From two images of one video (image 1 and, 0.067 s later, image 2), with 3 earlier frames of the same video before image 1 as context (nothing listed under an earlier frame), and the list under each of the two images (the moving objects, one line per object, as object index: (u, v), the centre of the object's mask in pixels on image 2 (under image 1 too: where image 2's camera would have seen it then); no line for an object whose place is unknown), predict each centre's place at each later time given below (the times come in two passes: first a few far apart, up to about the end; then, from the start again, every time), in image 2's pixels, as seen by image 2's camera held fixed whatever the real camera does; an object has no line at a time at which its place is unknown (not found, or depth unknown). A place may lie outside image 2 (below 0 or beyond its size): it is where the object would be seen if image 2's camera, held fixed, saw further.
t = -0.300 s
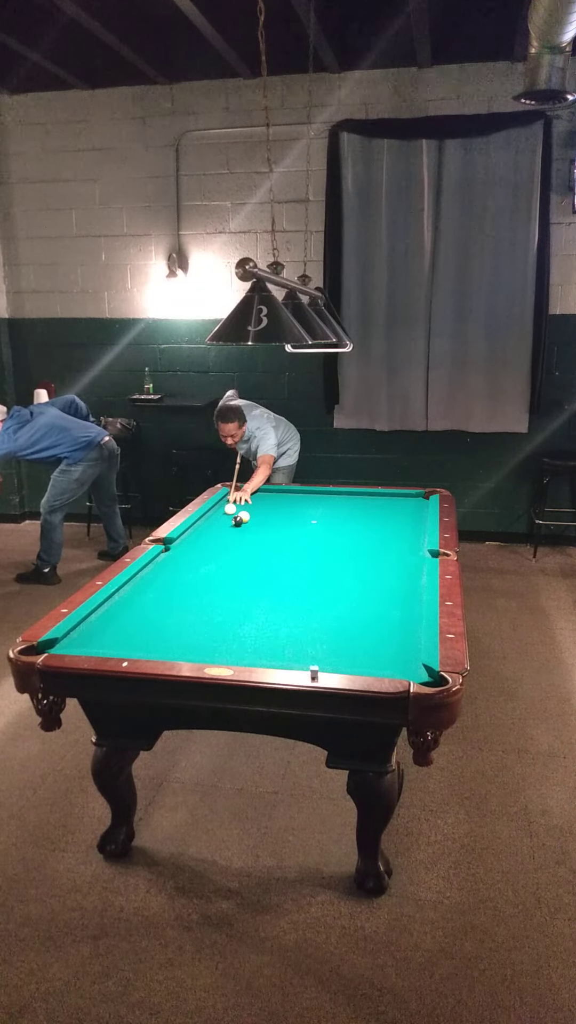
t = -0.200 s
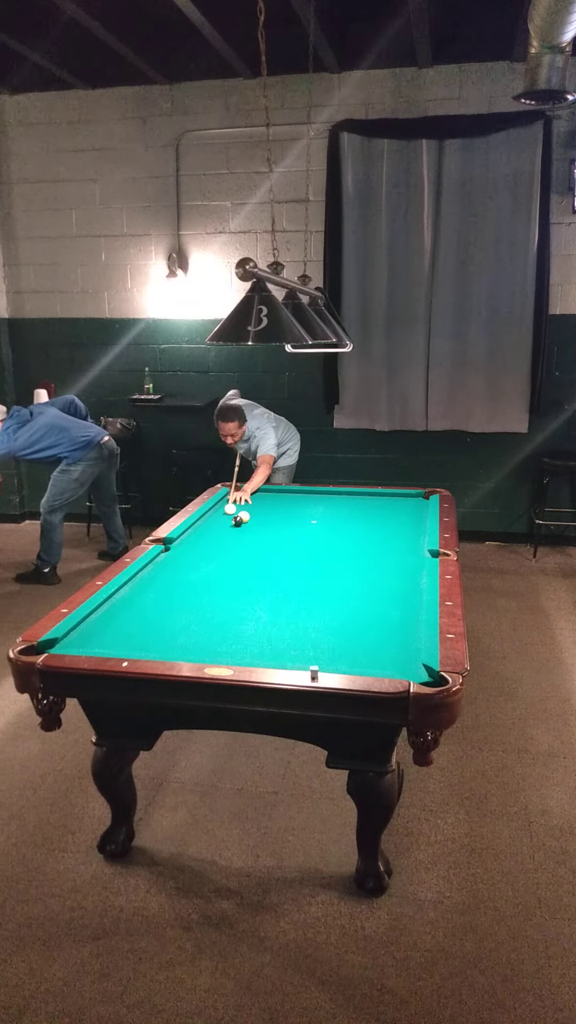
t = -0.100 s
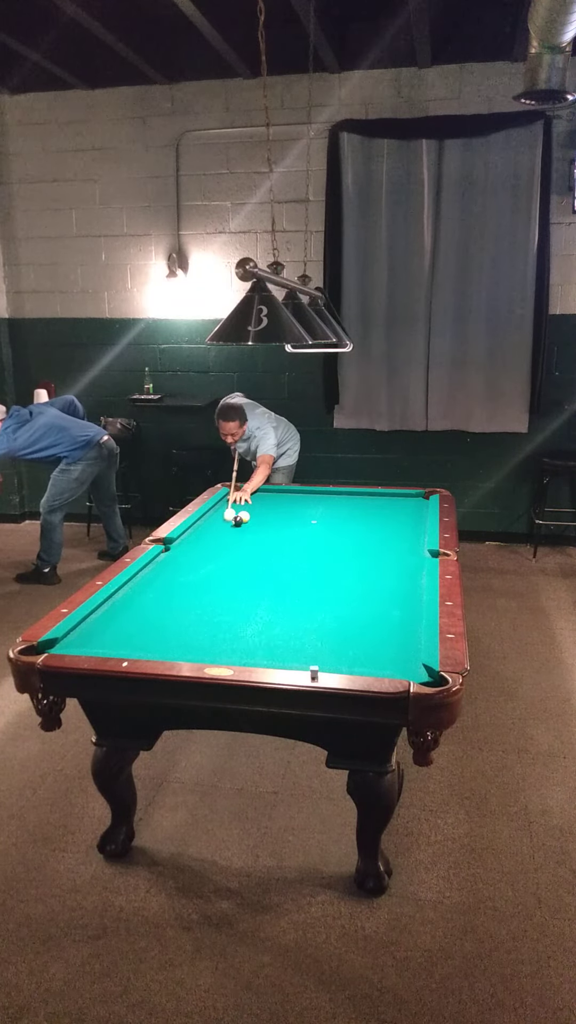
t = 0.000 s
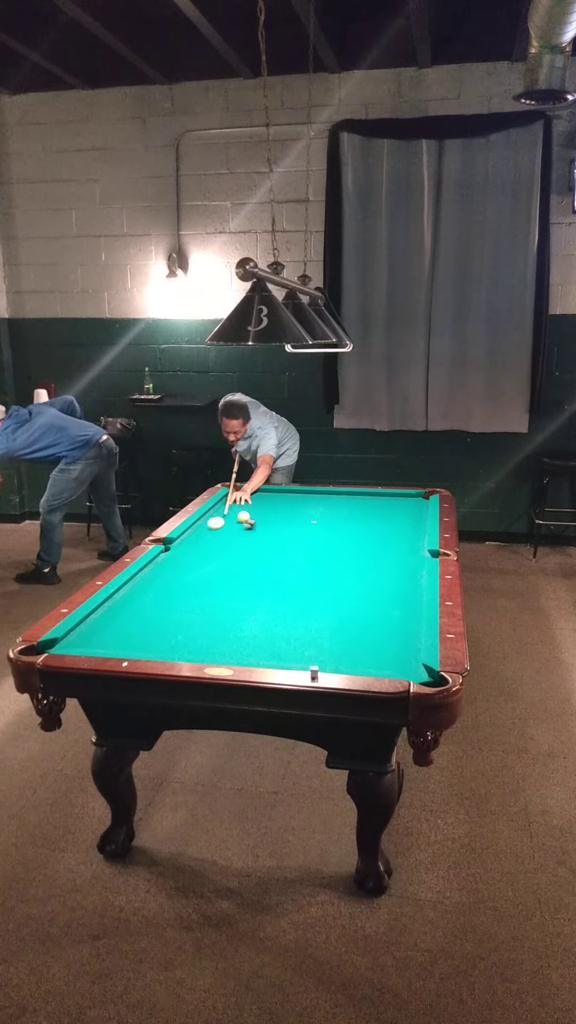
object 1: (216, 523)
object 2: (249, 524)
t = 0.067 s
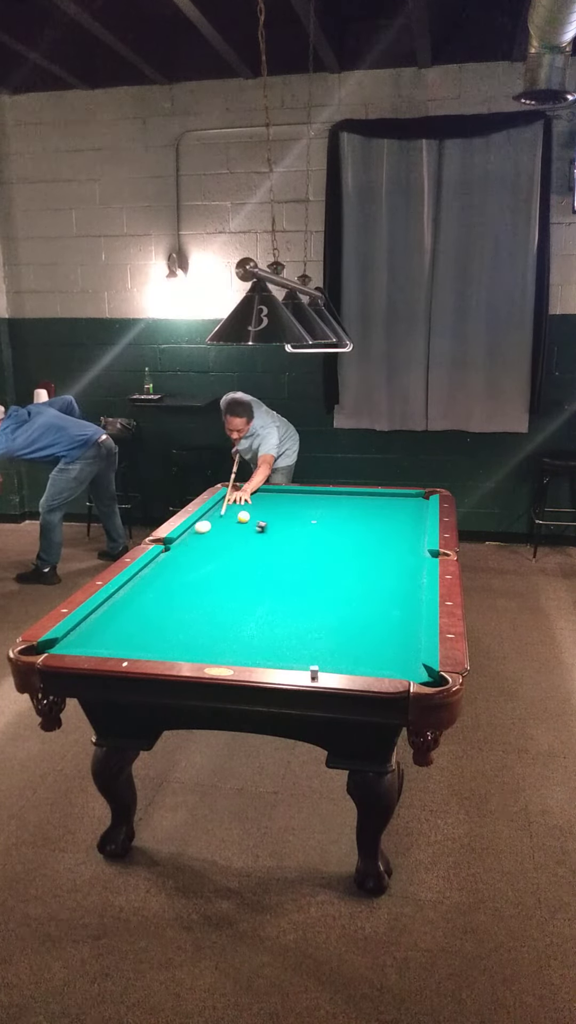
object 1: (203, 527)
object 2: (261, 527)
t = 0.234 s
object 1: (192, 534)
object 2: (287, 533)
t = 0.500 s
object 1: (195, 544)
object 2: (332, 544)
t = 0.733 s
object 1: (198, 553)
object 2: (375, 553)
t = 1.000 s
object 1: (202, 564)
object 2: (415, 564)
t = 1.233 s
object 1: (205, 573)
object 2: (389, 568)
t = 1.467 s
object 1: (208, 583)
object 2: (366, 572)
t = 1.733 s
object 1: (212, 595)
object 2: (340, 577)
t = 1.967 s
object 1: (216, 605)
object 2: (317, 580)
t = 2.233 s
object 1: (220, 618)
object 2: (292, 585)
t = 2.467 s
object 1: (224, 629)
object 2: (272, 588)
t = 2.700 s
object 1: (227, 640)
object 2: (252, 591)
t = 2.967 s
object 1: (232, 651)
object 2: (230, 594)
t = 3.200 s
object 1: (238, 653)
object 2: (213, 596)
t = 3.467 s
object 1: (246, 650)
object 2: (194, 599)
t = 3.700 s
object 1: (252, 647)
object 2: (179, 601)
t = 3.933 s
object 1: (258, 644)
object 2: (165, 603)
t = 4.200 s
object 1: (263, 641)
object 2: (150, 605)
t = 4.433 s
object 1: (267, 639)
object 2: (139, 606)
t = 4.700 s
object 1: (270, 638)
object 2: (127, 608)
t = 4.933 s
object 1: (270, 637)
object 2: (119, 609)
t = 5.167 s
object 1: (270, 637)
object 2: (112, 609)
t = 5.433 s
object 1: (271, 637)
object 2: (106, 609)
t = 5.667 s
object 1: (270, 637)
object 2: (102, 610)
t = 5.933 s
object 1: (270, 637)
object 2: (103, 610)
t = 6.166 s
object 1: (270, 637)
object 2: (103, 610)
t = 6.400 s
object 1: (270, 637)
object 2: (103, 610)
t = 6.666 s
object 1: (271, 637)
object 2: (103, 609)
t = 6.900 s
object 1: (271, 637)
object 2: (103, 609)
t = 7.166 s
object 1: (271, 637)
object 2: (103, 609)
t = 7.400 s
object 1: (271, 637)
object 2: (103, 609)
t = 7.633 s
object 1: (271, 637)
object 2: (103, 610)
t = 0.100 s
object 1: (197, 528)
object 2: (266, 528)
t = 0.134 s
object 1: (192, 530)
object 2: (271, 529)
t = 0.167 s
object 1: (191, 531)
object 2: (277, 531)
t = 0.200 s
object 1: (192, 533)
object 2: (282, 532)
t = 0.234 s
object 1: (192, 534)
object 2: (287, 533)
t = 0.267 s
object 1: (193, 535)
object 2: (293, 534)
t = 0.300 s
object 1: (193, 536)
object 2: (298, 536)
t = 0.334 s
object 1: (193, 538)
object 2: (304, 537)
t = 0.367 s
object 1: (194, 539)
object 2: (310, 538)
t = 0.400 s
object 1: (194, 540)
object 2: (316, 540)
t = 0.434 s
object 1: (194, 541)
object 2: (322, 541)
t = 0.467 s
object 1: (195, 543)
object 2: (327, 542)
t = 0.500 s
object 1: (195, 544)
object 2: (332, 544)
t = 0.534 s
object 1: (196, 545)
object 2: (338, 545)
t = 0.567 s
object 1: (196, 546)
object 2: (345, 547)
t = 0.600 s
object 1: (197, 548)
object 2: (350, 548)
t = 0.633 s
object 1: (197, 549)
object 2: (356, 549)
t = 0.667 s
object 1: (197, 550)
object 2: (362, 550)
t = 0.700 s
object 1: (198, 552)
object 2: (368, 552)
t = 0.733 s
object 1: (198, 553)
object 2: (375, 553)
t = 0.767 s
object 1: (199, 554)
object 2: (381, 555)
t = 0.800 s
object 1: (199, 556)
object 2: (388, 556)
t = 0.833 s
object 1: (199, 557)
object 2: (394, 558)
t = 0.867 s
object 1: (200, 558)
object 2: (400, 559)
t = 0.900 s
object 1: (201, 560)
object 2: (407, 561)
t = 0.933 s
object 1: (201, 561)
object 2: (414, 562)
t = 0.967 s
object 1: (201, 562)
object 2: (419, 564)
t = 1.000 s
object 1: (202, 564)
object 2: (415, 564)
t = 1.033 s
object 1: (202, 565)
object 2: (410, 565)
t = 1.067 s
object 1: (203, 566)
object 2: (406, 565)
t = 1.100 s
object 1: (203, 568)
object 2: (403, 566)
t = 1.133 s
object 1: (204, 569)
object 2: (400, 567)
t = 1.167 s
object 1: (204, 571)
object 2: (396, 567)
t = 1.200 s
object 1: (205, 572)
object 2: (393, 568)
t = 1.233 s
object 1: (205, 573)
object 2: (389, 568)
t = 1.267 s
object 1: (206, 575)
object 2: (386, 569)
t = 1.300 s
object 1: (206, 576)
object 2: (383, 569)
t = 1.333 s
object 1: (208, 576)
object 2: (379, 570)
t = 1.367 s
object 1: (207, 578)
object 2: (376, 571)
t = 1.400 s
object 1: (208, 580)
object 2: (373, 571)
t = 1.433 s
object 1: (208, 582)
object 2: (369, 572)
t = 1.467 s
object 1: (208, 583)
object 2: (366, 572)
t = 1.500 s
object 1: (209, 585)
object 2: (362, 573)
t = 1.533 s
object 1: (209, 586)
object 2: (359, 574)
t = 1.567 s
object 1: (210, 588)
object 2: (356, 574)
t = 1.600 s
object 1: (210, 589)
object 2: (353, 575)
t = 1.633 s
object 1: (211, 591)
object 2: (349, 575)
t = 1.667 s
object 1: (211, 592)
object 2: (346, 576)
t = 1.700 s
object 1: (212, 594)
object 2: (343, 576)
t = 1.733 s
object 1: (212, 595)
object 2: (340, 577)
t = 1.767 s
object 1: (213, 596)
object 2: (336, 577)
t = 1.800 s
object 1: (213, 598)
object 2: (333, 578)
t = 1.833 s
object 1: (214, 600)
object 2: (330, 579)
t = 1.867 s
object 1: (214, 601)
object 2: (327, 579)
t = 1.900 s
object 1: (215, 603)
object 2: (324, 580)
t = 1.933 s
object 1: (215, 604)
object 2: (320, 580)
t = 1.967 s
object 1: (216, 605)
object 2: (317, 580)
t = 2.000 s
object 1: (216, 607)
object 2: (314, 581)
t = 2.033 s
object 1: (217, 608)
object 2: (311, 582)
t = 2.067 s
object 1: (217, 610)
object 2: (308, 582)
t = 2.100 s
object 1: (218, 612)
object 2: (305, 583)
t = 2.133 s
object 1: (218, 613)
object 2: (302, 583)
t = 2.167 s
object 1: (219, 614)
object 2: (298, 583)
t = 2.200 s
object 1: (219, 616)
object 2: (295, 584)
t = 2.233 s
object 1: (220, 618)
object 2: (292, 585)
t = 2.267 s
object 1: (220, 619)
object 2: (290, 585)
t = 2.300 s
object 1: (221, 620)
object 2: (287, 586)
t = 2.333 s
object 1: (221, 623)
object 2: (284, 586)
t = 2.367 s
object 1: (222, 624)
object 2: (281, 586)
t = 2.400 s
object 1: (222, 625)
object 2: (278, 587)
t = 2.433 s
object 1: (223, 627)
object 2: (275, 588)
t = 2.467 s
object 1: (224, 629)
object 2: (272, 588)
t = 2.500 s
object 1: (224, 630)
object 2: (269, 589)
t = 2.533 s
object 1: (225, 632)
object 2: (266, 589)
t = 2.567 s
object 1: (225, 633)
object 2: (263, 589)
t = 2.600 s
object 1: (226, 635)
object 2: (260, 589)
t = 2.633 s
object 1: (226, 636)
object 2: (257, 590)
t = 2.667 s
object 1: (227, 638)
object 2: (255, 590)
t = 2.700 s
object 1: (227, 640)
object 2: (252, 591)
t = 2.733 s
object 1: (228, 641)
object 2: (249, 591)
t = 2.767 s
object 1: (228, 643)
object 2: (246, 592)
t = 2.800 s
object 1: (229, 644)
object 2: (244, 592)
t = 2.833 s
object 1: (229, 646)
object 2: (241, 592)
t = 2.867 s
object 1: (230, 648)
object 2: (238, 593)
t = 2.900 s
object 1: (230, 649)
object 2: (236, 593)
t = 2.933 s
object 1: (231, 650)
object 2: (233, 593)
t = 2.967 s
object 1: (232, 651)
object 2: (230, 594)
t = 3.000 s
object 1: (232, 652)
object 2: (228, 594)
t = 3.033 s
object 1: (233, 653)
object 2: (225, 595)
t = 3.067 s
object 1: (233, 654)
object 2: (223, 595)
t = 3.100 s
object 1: (234, 654)
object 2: (220, 596)
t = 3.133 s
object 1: (235, 654)
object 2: (218, 596)
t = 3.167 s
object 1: (236, 653)
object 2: (215, 596)
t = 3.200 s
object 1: (238, 653)
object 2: (213, 596)
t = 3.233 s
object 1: (238, 653)
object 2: (210, 597)
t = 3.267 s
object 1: (239, 652)
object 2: (208, 597)
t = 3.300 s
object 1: (241, 652)
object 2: (205, 597)
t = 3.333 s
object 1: (242, 651)
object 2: (203, 598)
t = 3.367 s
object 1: (243, 651)
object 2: (201, 598)
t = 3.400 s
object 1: (244, 651)
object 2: (199, 598)
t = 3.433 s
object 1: (245, 650)
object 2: (196, 599)
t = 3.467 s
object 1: (246, 650)
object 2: (194, 599)
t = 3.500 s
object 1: (247, 650)
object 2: (192, 599)
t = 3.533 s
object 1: (248, 649)
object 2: (189, 599)
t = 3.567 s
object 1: (249, 649)
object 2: (187, 600)
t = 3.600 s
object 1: (250, 648)
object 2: (185, 600)
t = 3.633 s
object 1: (251, 648)
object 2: (183, 600)
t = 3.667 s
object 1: (252, 647)
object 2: (180, 601)
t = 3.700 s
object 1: (252, 647)
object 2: (179, 601)
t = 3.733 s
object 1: (253, 646)
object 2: (177, 601)
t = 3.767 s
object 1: (254, 646)
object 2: (175, 602)
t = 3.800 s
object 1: (255, 645)
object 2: (173, 602)
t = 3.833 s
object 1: (256, 645)
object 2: (171, 602)
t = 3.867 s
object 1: (256, 644)
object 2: (169, 602)
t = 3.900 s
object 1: (257, 644)
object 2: (167, 602)
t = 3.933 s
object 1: (258, 644)
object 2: (165, 603)
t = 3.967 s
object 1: (259, 643)
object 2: (163, 603)
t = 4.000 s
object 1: (259, 643)
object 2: (161, 603)
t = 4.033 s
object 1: (260, 642)
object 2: (159, 603)
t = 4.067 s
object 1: (261, 642)
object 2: (157, 604)
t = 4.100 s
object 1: (261, 642)
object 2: (155, 604)
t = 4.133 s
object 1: (262, 641)
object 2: (153, 604)
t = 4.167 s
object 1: (262, 641)
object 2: (152, 605)
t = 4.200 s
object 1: (263, 641)
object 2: (150, 605)
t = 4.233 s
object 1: (264, 641)
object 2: (148, 605)
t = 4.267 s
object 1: (264, 640)
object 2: (147, 605)
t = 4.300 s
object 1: (265, 640)
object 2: (145, 605)
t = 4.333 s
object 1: (265, 640)
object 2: (144, 606)
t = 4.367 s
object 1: (266, 640)
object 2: (142, 606)
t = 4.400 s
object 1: (267, 639)
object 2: (140, 606)
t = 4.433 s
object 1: (267, 639)
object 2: (139, 606)
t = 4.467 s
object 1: (267, 639)
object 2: (137, 606)
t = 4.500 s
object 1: (268, 639)
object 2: (136, 607)
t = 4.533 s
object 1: (268, 639)
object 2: (134, 607)
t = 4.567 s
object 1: (268, 638)
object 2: (133, 607)
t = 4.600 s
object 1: (269, 638)
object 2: (131, 607)
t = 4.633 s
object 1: (269, 638)
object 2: (130, 607)
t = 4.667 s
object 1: (269, 638)
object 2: (129, 608)
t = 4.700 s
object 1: (270, 638)
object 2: (127, 608)
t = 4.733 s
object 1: (270, 638)
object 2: (126, 608)
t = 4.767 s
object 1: (270, 638)
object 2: (125, 608)
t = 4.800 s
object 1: (270, 637)
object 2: (124, 608)
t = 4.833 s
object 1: (270, 638)
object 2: (123, 608)
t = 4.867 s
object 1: (270, 637)
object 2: (122, 608)
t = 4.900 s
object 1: (270, 637)
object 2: (121, 609)
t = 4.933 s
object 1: (270, 637)
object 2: (119, 609)
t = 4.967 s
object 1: (270, 637)
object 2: (118, 609)
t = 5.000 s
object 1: (270, 637)
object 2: (117, 609)
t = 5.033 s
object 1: (270, 637)
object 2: (116, 609)
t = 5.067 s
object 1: (270, 637)
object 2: (115, 609)
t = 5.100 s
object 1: (270, 637)
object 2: (114, 609)
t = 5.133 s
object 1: (270, 637)
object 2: (113, 609)
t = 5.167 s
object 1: (270, 637)
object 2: (112, 609)
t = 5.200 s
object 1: (270, 637)
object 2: (111, 609)
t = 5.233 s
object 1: (270, 637)
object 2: (110, 609)
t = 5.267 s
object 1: (270, 637)
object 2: (109, 609)
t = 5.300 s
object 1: (270, 637)
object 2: (109, 609)
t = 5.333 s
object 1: (270, 637)
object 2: (108, 609)
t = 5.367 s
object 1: (270, 637)
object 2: (107, 609)
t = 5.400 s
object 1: (270, 637)
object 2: (106, 609)
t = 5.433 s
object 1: (271, 637)
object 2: (106, 609)
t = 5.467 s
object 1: (270, 637)
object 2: (105, 610)
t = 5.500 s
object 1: (270, 637)
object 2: (104, 610)
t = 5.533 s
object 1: (270, 637)
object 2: (104, 610)
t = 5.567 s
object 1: (270, 637)
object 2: (103, 610)
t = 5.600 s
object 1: (270, 637)
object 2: (103, 610)
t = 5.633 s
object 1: (270, 637)
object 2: (102, 610)
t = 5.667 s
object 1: (270, 637)
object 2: (102, 610)
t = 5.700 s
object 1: (271, 637)
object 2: (102, 610)
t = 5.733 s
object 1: (270, 637)
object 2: (102, 610)
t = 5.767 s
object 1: (271, 637)
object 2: (102, 610)
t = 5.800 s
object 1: (270, 637)
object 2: (102, 610)
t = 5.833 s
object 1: (270, 637)
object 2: (102, 610)
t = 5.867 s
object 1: (270, 637)
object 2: (102, 610)
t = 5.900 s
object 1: (271, 637)
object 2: (102, 610)
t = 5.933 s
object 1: (270, 637)
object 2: (103, 610)
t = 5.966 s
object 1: (270, 637)
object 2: (103, 610)
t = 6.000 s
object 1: (270, 637)
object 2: (103, 610)
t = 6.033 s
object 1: (271, 637)
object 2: (103, 610)
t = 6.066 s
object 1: (271, 637)
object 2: (103, 610)
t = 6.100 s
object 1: (270, 637)
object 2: (103, 610)
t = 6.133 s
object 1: (270, 637)
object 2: (103, 610)
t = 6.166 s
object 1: (270, 637)
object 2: (103, 610)
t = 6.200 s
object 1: (270, 637)
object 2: (103, 610)
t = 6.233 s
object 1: (270, 637)
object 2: (103, 610)
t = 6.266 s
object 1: (270, 637)
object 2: (103, 610)
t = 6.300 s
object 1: (270, 637)
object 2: (103, 610)
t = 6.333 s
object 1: (270, 637)
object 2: (103, 610)
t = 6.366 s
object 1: (270, 637)
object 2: (103, 610)
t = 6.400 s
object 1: (270, 637)
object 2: (103, 610)
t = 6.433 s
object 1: (270, 637)
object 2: (103, 609)
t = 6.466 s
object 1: (270, 637)
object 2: (103, 609)
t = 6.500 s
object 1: (270, 637)
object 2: (103, 609)
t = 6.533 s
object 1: (270, 637)
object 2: (103, 609)
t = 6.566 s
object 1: (270, 637)
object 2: (103, 609)
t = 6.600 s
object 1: (270, 637)
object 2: (103, 609)
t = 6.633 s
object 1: (270, 637)
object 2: (103, 610)
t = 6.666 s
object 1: (271, 637)
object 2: (103, 609)
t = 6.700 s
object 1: (271, 637)
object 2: (103, 609)
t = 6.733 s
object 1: (271, 637)
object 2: (103, 609)
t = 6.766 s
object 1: (271, 637)
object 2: (103, 610)
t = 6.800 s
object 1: (271, 637)
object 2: (103, 609)
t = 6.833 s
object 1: (271, 637)
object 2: (103, 610)
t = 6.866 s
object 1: (271, 637)
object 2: (103, 609)
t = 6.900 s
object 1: (271, 637)
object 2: (103, 609)
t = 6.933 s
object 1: (271, 637)
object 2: (103, 610)
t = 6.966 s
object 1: (271, 637)
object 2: (103, 609)
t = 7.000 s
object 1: (270, 637)
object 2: (103, 609)
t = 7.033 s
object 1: (271, 637)
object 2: (103, 610)
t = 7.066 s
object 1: (271, 637)
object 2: (103, 609)
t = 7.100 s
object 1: (271, 637)
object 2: (103, 609)
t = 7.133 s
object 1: (270, 637)
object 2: (103, 609)
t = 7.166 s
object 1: (271, 637)
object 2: (103, 609)
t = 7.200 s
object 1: (271, 637)
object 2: (103, 609)
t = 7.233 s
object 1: (271, 637)
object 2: (103, 609)
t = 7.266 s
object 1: (270, 637)
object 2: (103, 609)
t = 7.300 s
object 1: (271, 637)
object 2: (103, 610)
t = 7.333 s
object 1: (270, 637)
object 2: (103, 610)
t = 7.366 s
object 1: (271, 637)
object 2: (103, 609)
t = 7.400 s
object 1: (271, 637)
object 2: (103, 609)
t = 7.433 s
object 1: (270, 637)
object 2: (103, 610)
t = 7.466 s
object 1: (271, 637)
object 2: (103, 610)
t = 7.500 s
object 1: (271, 637)
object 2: (103, 609)
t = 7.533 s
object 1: (271, 637)
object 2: (103, 610)
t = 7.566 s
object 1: (270, 637)
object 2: (103, 610)
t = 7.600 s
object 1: (271, 637)
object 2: (103, 610)
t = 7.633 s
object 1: (271, 637)
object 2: (103, 610)
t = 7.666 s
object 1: (271, 637)
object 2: (103, 610)
